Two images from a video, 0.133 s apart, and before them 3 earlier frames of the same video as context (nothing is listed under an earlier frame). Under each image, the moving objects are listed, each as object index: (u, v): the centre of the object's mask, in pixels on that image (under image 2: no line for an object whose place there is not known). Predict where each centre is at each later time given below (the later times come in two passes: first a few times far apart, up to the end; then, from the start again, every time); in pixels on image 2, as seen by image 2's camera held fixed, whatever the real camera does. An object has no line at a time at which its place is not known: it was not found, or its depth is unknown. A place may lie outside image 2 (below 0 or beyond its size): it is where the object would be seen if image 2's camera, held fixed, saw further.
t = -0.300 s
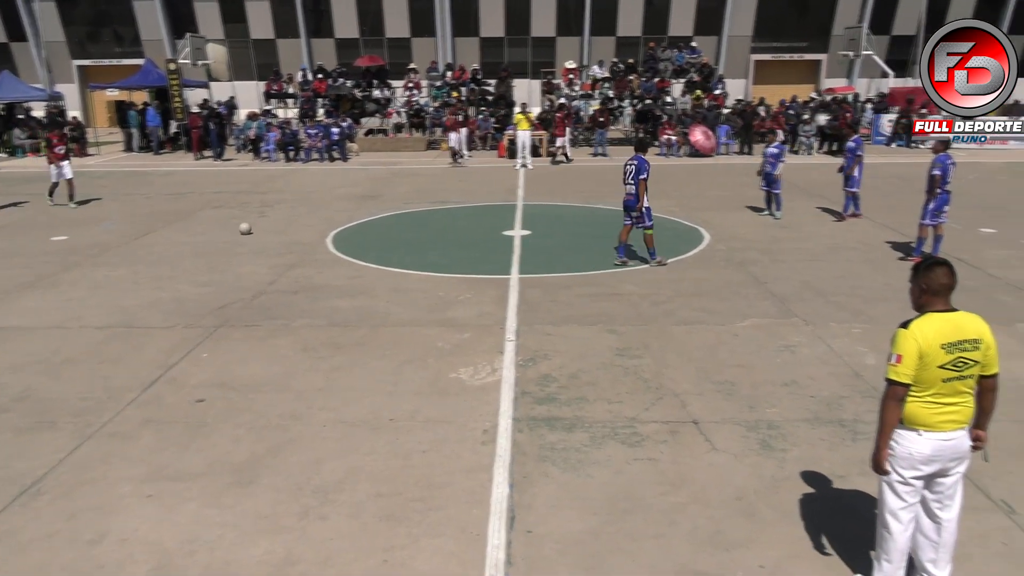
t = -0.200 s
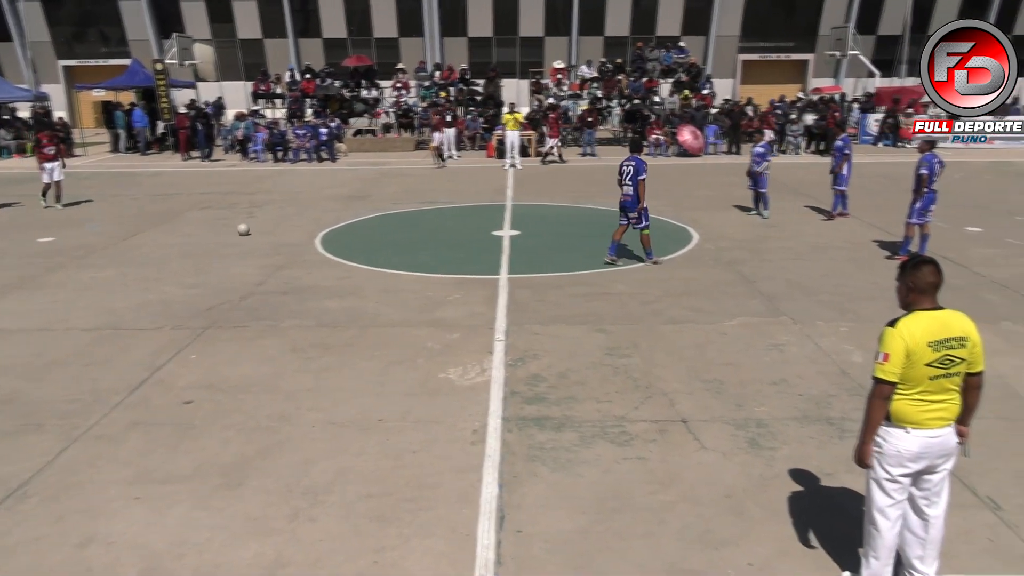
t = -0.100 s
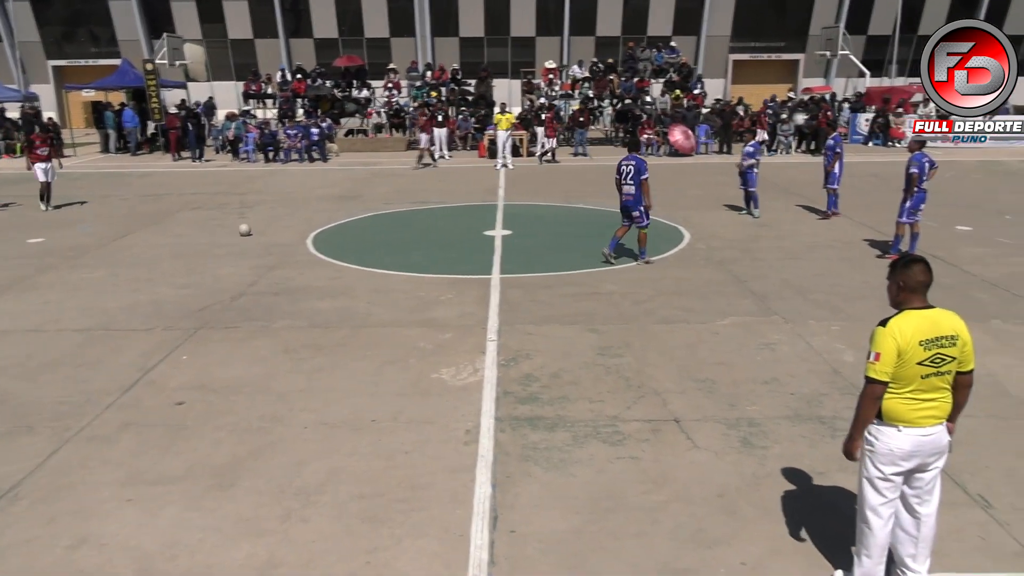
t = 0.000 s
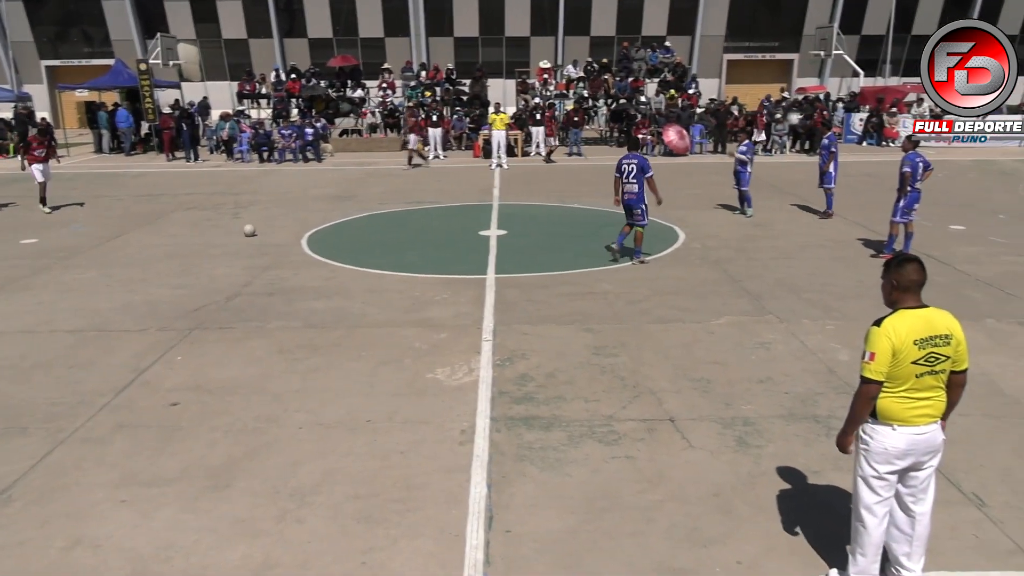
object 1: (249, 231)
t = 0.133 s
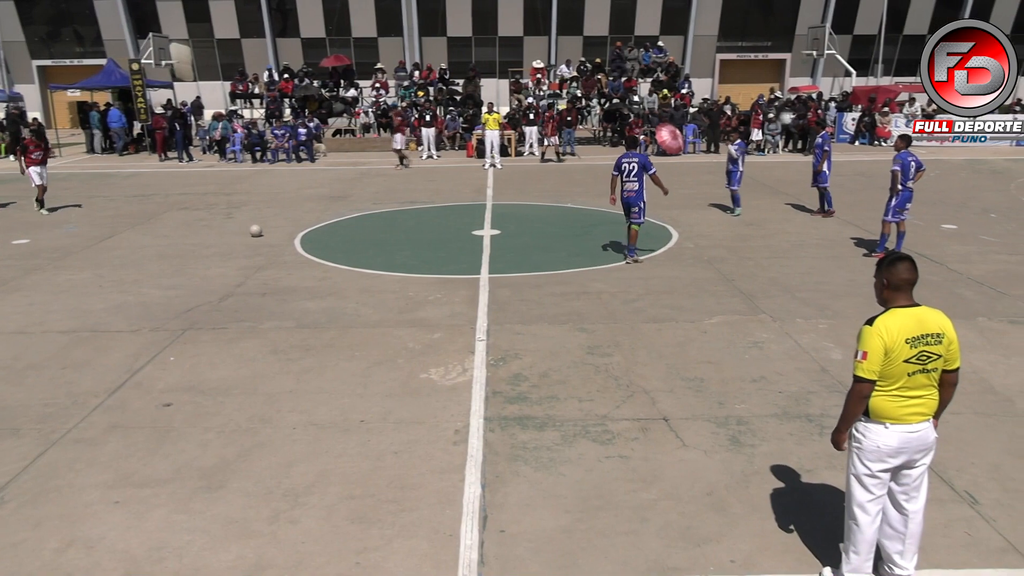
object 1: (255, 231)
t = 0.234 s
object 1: (265, 231)
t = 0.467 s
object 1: (288, 230)
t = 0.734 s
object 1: (314, 230)
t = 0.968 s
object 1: (336, 229)
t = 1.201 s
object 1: (358, 229)
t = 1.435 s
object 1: (380, 229)
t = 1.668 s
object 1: (403, 229)
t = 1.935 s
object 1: (426, 229)
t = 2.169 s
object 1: (447, 229)
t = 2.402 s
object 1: (466, 229)
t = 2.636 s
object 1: (485, 229)
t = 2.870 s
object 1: (502, 229)
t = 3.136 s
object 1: (521, 229)
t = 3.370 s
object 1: (537, 229)
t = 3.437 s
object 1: (542, 229)
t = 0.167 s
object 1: (259, 231)
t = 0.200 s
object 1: (262, 231)
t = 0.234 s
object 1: (265, 231)
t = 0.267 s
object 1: (268, 231)
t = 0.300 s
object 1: (272, 231)
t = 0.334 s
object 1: (275, 231)
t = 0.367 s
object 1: (278, 230)
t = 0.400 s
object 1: (282, 230)
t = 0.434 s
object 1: (285, 230)
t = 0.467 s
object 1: (288, 230)
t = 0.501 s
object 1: (291, 230)
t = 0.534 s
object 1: (294, 230)
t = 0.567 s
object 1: (297, 230)
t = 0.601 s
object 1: (301, 230)
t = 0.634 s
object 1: (304, 229)
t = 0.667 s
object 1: (307, 230)
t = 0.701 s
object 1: (311, 230)
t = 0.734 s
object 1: (314, 230)
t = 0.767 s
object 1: (318, 230)
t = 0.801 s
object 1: (321, 229)
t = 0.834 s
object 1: (324, 229)
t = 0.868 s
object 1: (327, 229)
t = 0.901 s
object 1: (330, 229)
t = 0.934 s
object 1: (333, 229)
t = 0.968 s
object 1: (336, 229)
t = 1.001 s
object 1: (339, 229)
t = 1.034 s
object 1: (342, 229)
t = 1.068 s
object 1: (346, 229)
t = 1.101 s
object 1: (349, 229)
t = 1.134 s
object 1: (352, 229)
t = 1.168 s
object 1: (355, 229)
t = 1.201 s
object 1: (358, 229)
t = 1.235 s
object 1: (361, 229)
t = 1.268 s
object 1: (365, 229)
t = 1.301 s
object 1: (368, 229)
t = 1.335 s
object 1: (371, 229)
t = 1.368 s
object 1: (374, 229)
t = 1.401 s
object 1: (377, 229)
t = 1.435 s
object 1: (380, 229)
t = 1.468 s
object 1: (383, 229)
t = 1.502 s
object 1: (386, 229)
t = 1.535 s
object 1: (390, 229)
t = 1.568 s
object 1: (393, 229)
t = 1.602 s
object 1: (396, 229)
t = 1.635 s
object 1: (399, 229)
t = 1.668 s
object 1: (403, 229)
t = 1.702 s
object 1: (406, 229)
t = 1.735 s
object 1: (409, 229)
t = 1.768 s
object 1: (412, 229)
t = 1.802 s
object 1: (415, 229)
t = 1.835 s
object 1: (417, 229)
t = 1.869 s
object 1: (421, 229)
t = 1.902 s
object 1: (423, 229)
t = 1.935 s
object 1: (426, 229)
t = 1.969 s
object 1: (429, 229)
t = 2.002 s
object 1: (432, 229)
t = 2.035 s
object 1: (435, 229)
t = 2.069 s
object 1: (438, 229)
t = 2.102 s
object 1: (441, 229)
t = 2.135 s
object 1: (444, 229)
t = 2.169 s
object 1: (447, 229)
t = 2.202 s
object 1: (450, 229)
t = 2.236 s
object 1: (452, 229)
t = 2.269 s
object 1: (455, 229)
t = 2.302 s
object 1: (458, 229)
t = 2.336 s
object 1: (460, 229)
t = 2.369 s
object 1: (463, 229)
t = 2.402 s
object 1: (466, 229)
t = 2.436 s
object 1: (469, 229)
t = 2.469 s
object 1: (472, 229)
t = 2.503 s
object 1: (475, 229)
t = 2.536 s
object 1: (477, 229)
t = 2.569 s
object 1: (480, 229)
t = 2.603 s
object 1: (483, 229)
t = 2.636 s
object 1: (485, 229)
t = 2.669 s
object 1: (488, 229)
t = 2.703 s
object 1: (490, 228)
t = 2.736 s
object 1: (493, 228)
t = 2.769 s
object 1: (495, 229)
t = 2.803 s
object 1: (498, 229)
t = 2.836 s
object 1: (500, 229)
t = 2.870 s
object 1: (502, 229)
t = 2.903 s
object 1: (505, 229)
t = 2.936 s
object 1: (507, 229)
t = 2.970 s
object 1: (510, 229)
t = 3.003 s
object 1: (512, 229)
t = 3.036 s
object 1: (514, 229)
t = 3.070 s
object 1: (517, 229)
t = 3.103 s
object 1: (519, 229)
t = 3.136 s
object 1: (521, 229)
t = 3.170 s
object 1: (524, 229)
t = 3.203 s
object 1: (526, 229)
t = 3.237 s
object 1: (528, 229)
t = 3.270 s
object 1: (531, 229)
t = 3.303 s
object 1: (533, 229)
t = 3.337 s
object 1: (535, 229)
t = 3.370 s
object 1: (537, 229)
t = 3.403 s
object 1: (540, 230)
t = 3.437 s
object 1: (542, 229)
